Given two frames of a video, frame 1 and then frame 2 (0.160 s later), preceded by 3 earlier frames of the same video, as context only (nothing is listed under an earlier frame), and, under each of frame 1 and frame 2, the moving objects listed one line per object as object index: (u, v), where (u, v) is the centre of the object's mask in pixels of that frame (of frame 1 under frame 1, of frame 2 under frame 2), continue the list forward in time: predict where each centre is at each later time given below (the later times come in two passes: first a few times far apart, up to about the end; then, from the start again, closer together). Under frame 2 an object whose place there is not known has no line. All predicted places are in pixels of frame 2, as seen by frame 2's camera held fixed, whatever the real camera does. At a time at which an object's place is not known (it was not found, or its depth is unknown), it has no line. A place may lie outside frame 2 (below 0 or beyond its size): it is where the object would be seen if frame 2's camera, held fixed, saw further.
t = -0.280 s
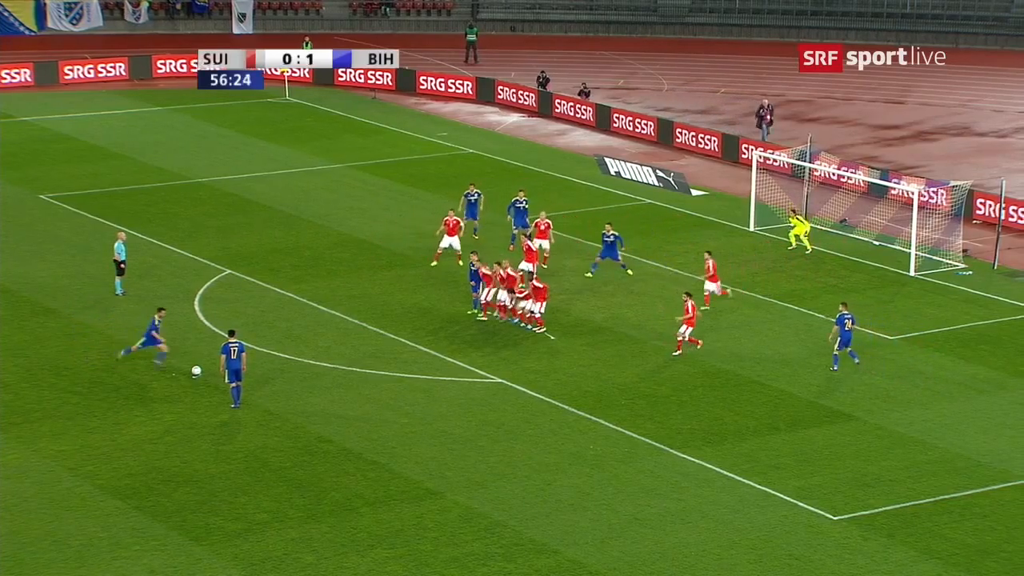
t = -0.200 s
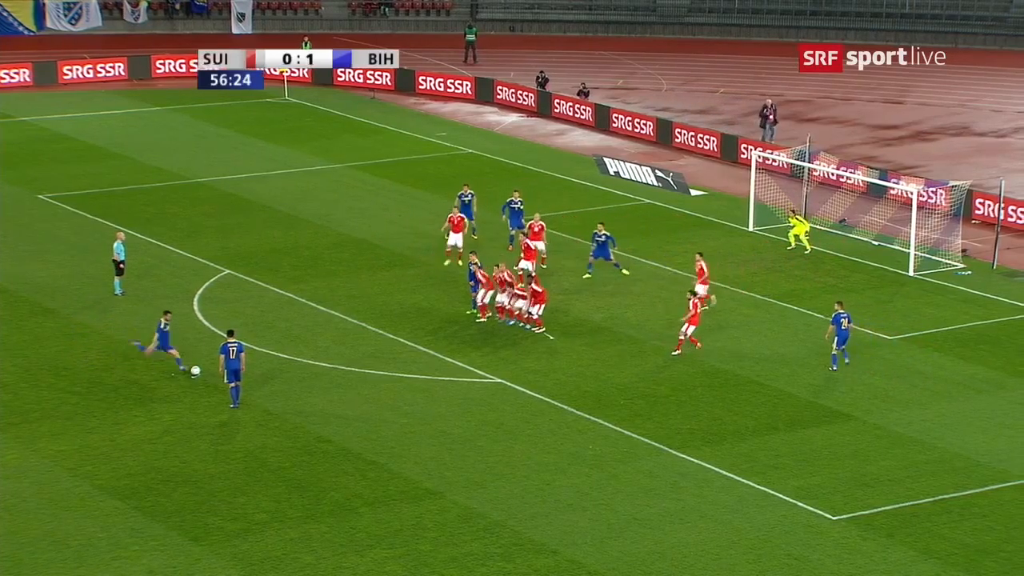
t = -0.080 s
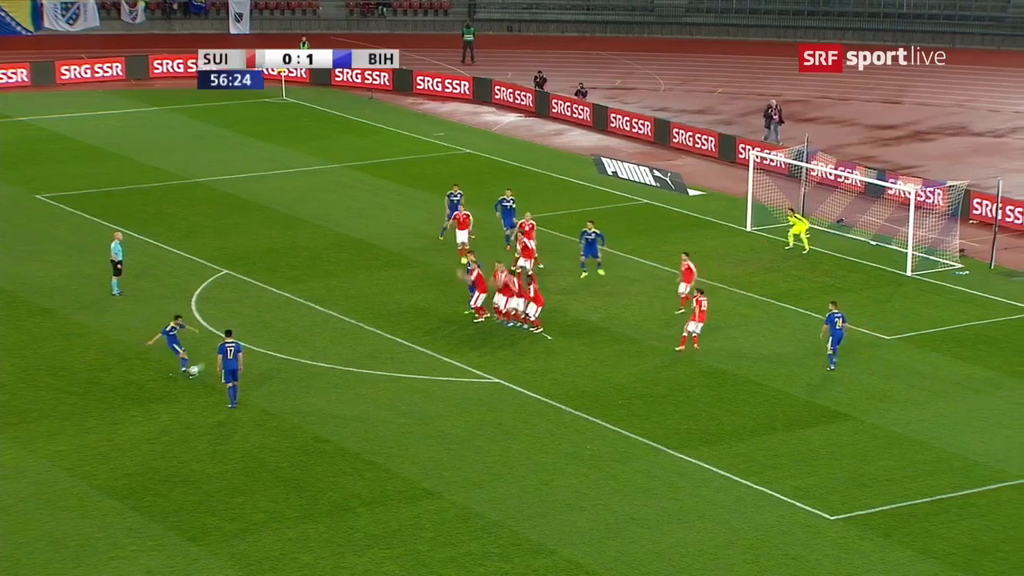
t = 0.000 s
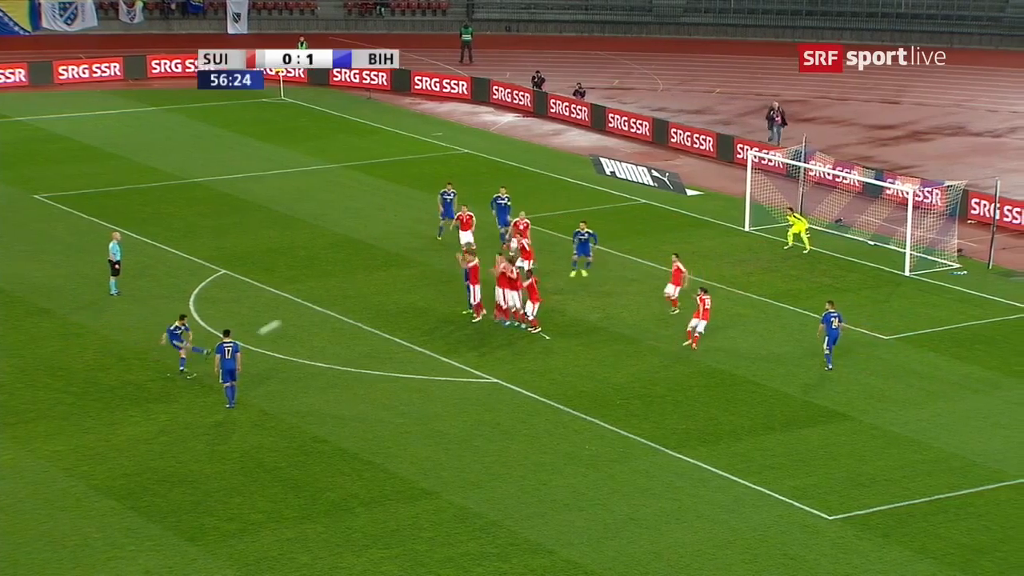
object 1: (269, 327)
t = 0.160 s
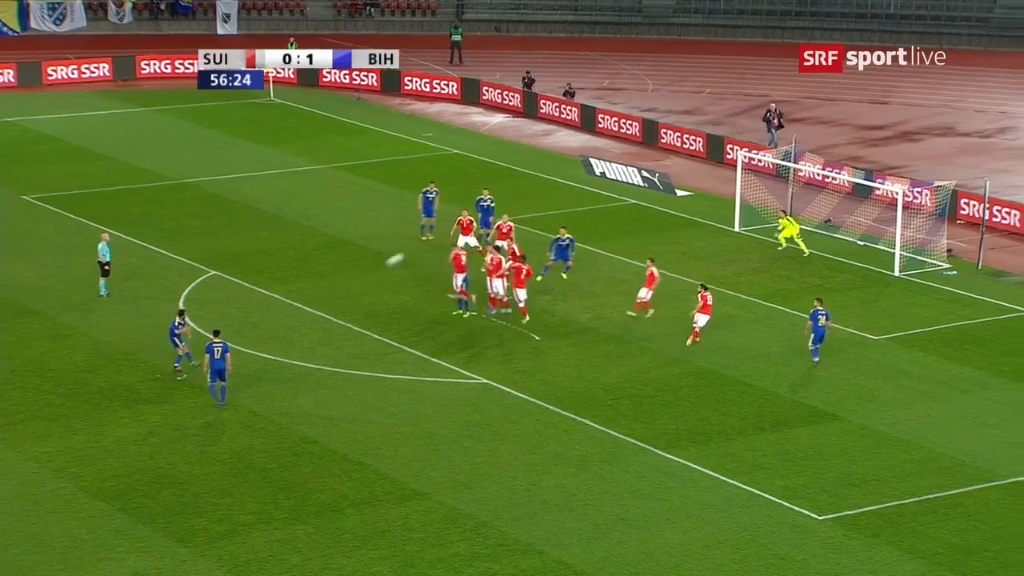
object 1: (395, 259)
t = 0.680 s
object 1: (689, 166)
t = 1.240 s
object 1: (827, 194)
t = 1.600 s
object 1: (859, 233)
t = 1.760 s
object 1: (869, 226)
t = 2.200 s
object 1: (895, 249)
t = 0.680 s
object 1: (689, 166)
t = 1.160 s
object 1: (817, 186)
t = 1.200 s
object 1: (822, 190)
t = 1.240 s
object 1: (827, 194)
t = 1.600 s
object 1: (859, 233)
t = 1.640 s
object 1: (862, 231)
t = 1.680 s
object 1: (864, 229)
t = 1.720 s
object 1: (867, 228)
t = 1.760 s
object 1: (869, 226)
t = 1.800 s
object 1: (872, 226)
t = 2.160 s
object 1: (892, 245)
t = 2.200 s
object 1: (895, 249)
